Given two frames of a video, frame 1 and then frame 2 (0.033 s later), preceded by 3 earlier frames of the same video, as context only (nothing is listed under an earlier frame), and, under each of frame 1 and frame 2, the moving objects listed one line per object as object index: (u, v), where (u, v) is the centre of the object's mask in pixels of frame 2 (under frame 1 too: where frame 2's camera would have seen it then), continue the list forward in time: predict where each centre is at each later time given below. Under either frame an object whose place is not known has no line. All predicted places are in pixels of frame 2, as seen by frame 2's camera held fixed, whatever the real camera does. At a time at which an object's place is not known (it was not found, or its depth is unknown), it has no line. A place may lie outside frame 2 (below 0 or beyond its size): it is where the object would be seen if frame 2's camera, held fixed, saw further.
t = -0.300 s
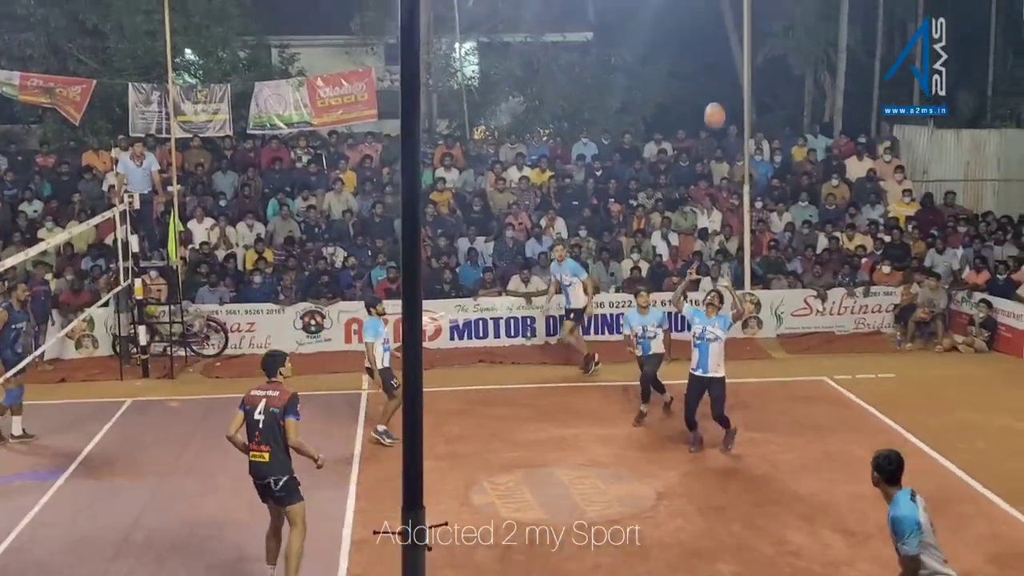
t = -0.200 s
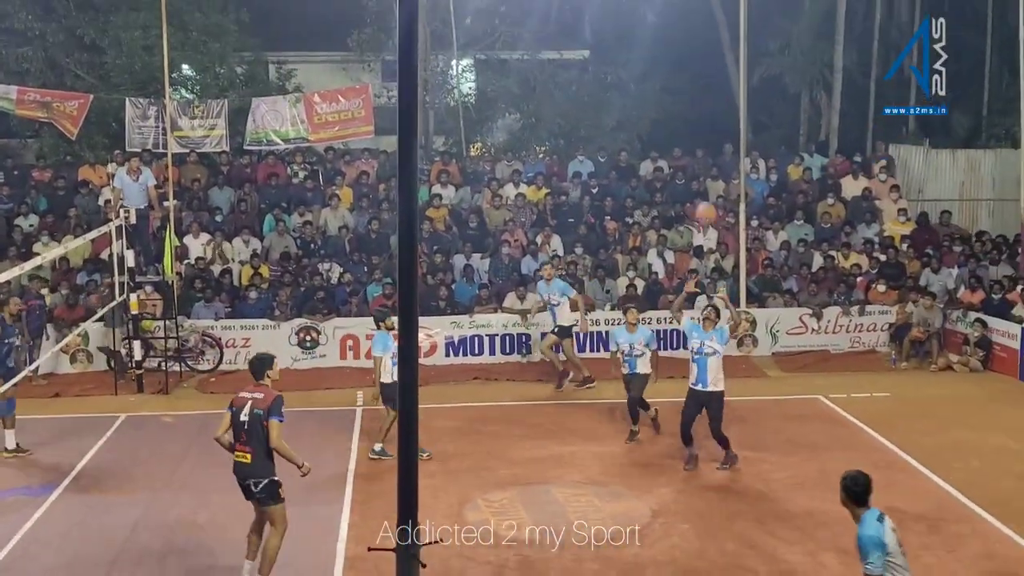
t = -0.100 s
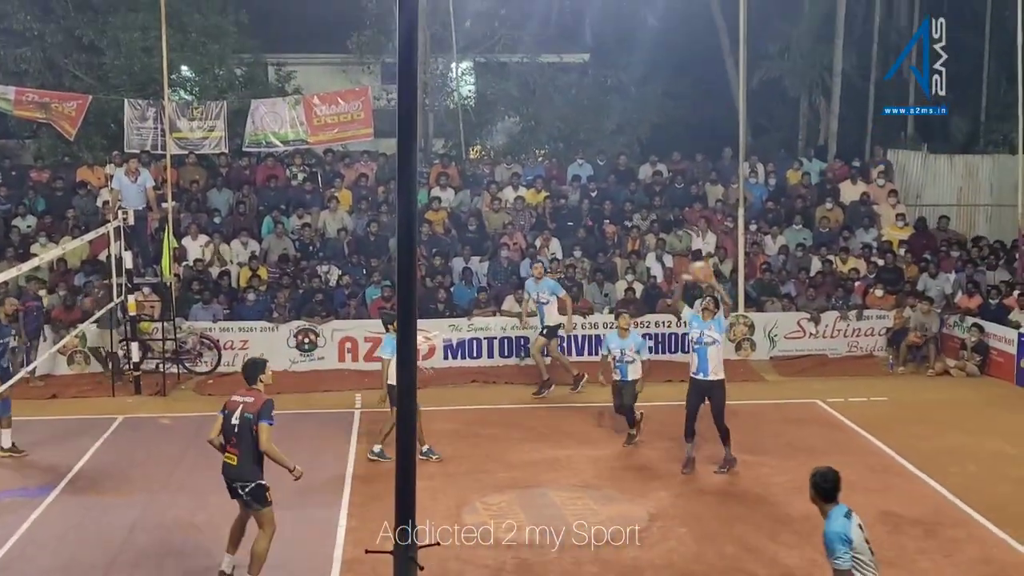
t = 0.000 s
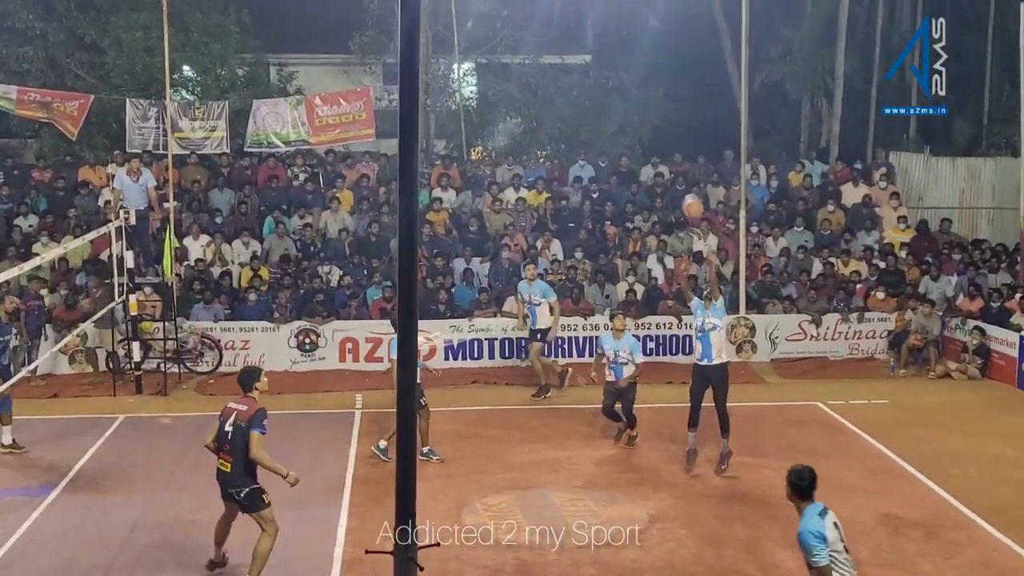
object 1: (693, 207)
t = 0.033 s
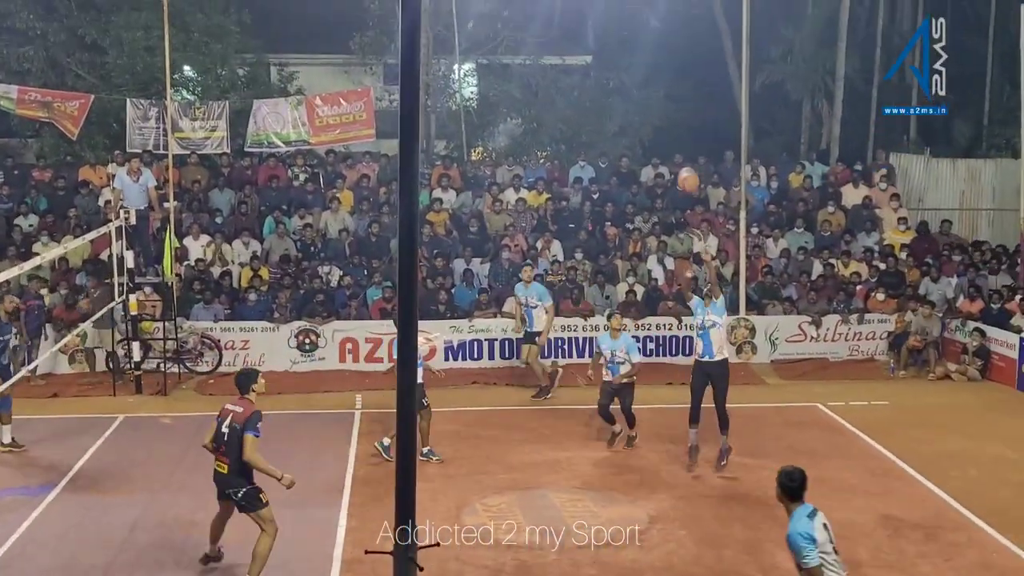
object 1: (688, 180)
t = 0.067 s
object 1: (682, 140)
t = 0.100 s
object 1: (676, 114)
